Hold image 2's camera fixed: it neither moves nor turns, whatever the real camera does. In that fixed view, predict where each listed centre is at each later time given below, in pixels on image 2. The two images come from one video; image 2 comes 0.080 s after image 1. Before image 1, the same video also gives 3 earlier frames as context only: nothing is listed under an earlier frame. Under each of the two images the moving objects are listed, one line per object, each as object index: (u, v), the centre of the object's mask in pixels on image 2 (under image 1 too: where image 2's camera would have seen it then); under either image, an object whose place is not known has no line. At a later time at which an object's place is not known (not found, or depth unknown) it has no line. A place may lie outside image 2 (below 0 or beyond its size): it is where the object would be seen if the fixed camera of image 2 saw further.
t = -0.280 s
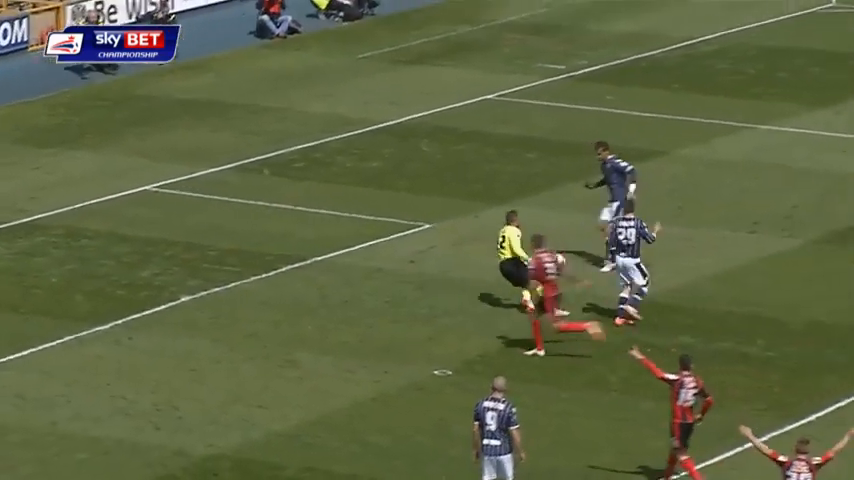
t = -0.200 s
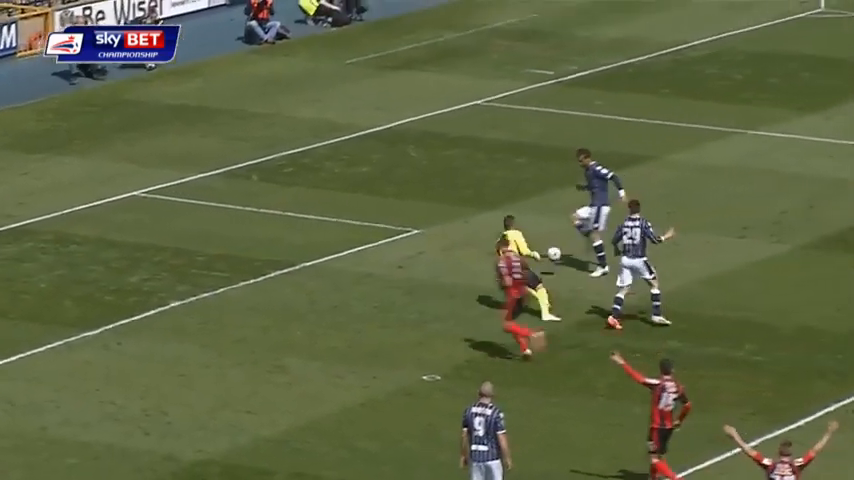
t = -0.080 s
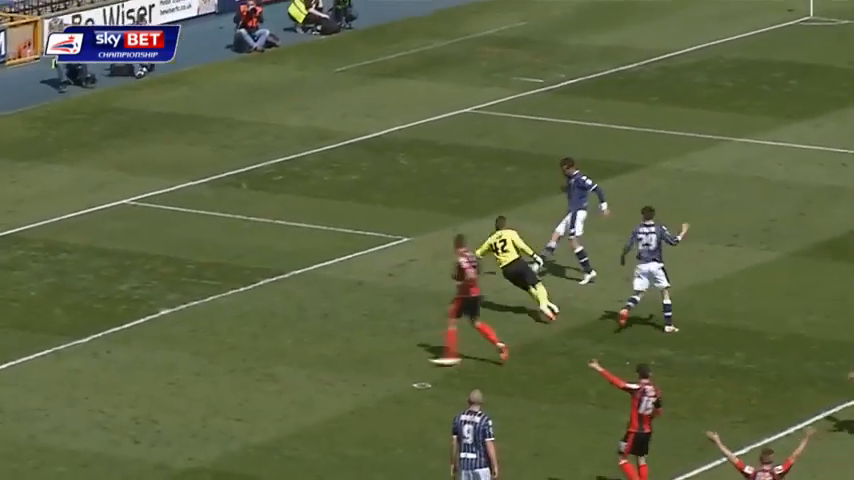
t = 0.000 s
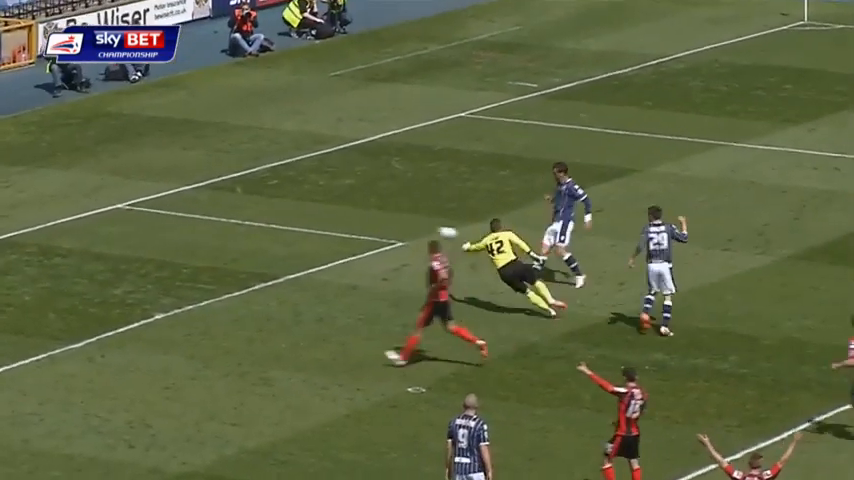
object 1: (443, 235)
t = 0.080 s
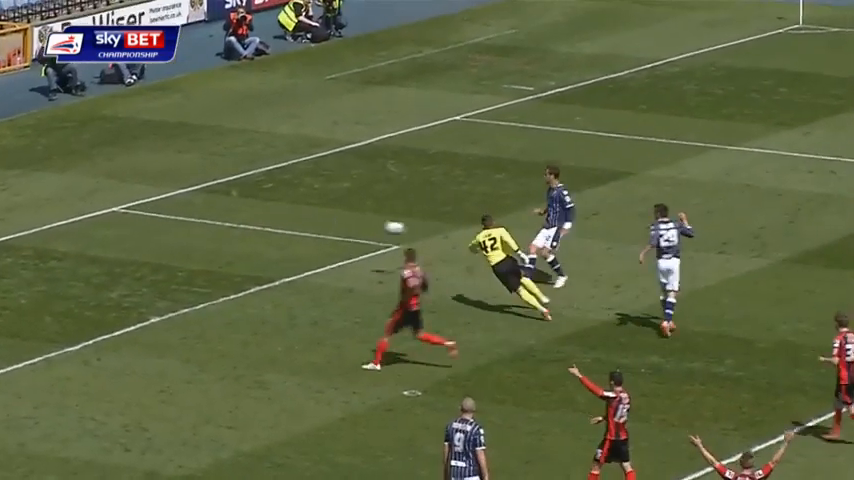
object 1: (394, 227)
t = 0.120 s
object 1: (370, 223)
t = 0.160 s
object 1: (347, 221)
